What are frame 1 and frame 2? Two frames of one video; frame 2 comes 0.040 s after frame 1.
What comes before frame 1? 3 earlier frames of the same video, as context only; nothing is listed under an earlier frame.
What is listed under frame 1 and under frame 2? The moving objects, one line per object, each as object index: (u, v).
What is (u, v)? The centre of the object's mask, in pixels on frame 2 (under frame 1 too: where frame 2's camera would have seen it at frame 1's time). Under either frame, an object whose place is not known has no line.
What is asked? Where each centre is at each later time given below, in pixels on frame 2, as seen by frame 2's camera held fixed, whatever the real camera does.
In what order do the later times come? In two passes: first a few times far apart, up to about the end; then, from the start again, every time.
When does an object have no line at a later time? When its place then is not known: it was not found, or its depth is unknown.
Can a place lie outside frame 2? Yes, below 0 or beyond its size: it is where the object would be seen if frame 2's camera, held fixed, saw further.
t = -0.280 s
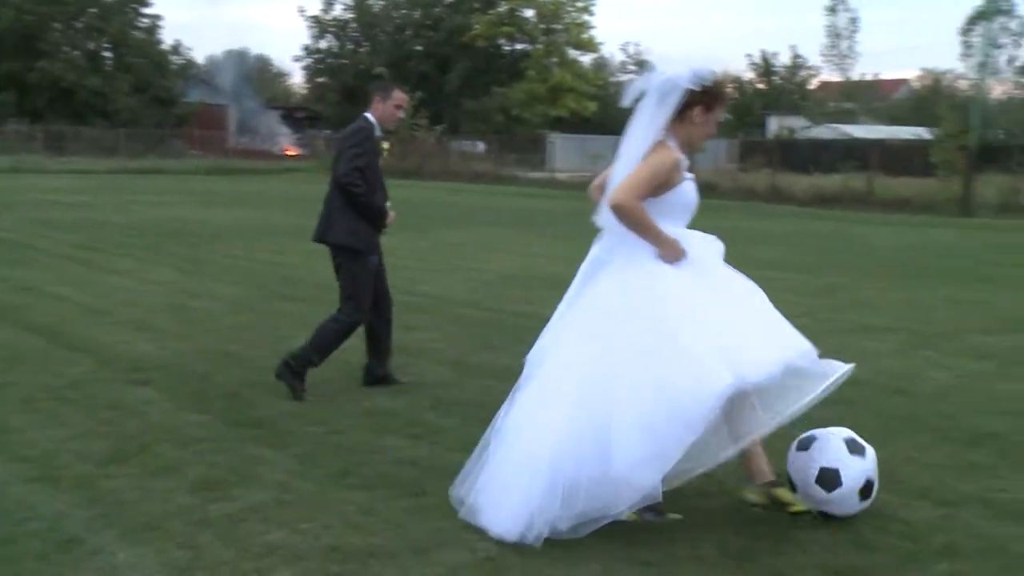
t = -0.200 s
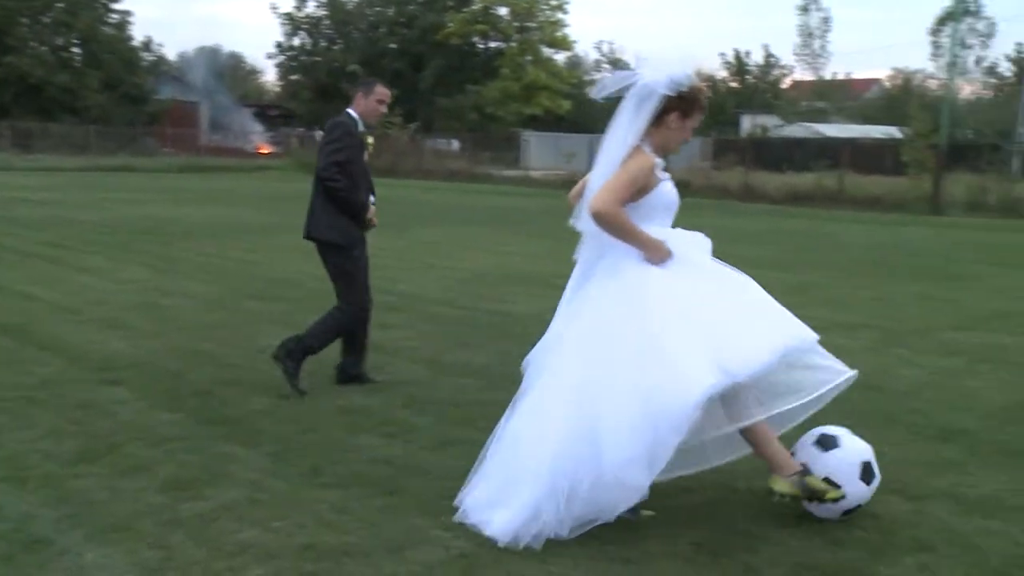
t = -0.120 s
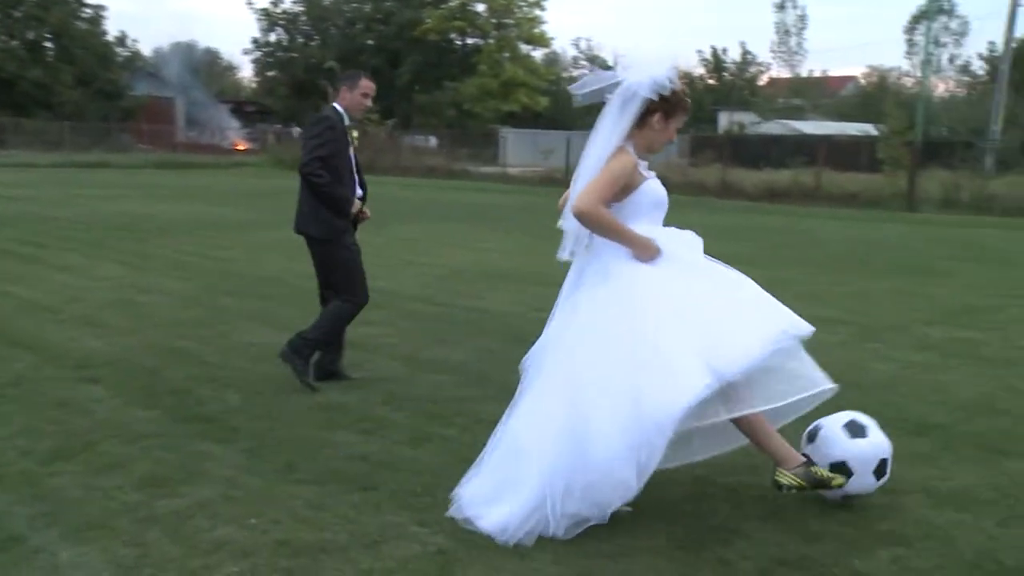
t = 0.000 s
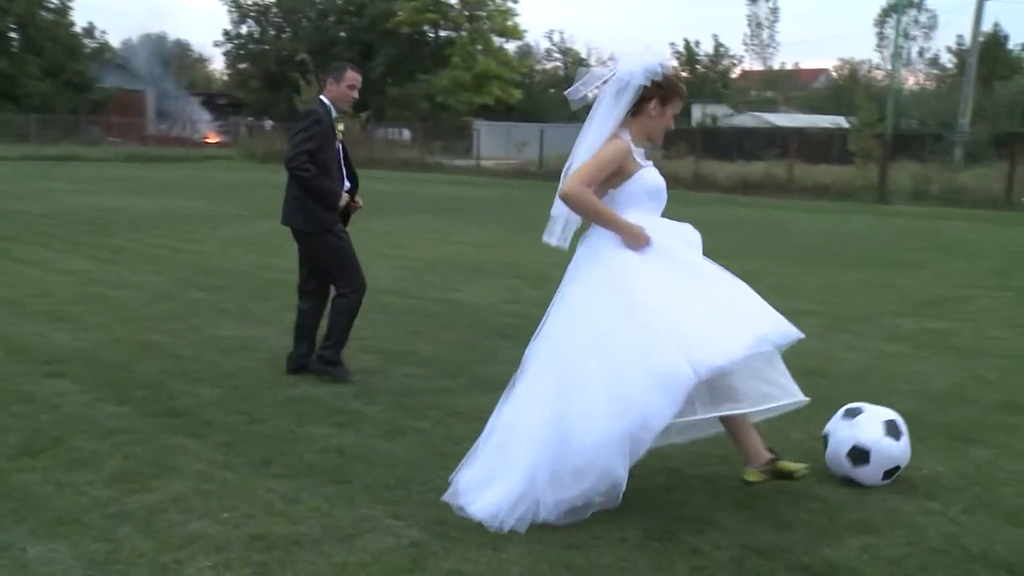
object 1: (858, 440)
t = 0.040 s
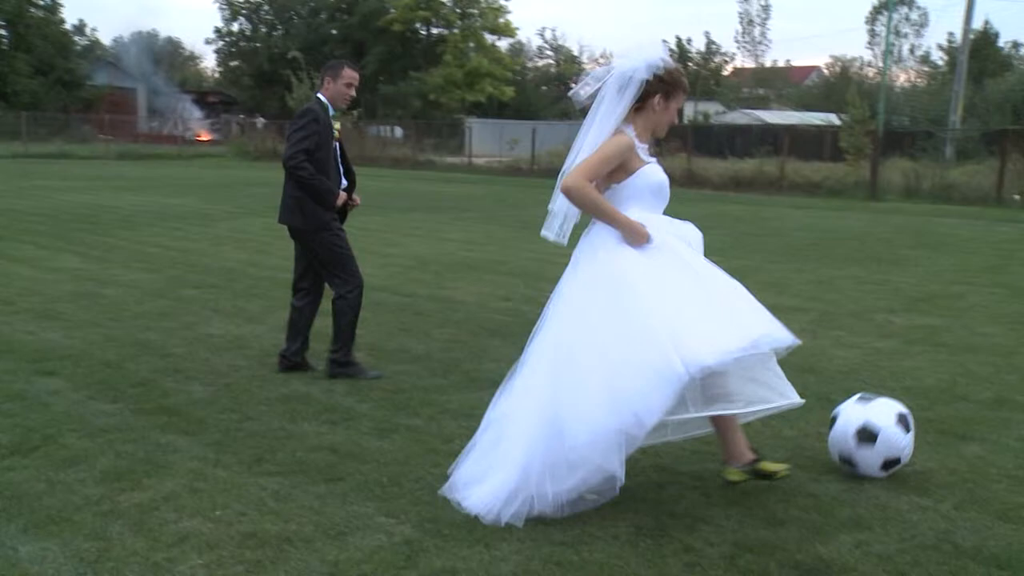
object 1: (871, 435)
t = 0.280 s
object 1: (936, 426)
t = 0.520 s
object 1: (985, 419)
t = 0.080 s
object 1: (883, 430)
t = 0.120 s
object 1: (894, 427)
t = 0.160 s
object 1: (905, 425)
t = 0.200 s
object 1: (916, 426)
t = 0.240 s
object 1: (926, 429)
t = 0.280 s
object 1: (936, 426)
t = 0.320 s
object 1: (945, 423)
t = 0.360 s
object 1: (954, 421)
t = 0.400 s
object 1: (962, 422)
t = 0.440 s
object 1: (970, 423)
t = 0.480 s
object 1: (978, 421)
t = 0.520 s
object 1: (985, 419)
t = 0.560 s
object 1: (992, 416)
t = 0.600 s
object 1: (998, 414)
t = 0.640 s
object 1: (1003, 414)
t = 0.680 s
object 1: (1007, 414)
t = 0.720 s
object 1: (1012, 413)
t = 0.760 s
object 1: (1016, 411)
